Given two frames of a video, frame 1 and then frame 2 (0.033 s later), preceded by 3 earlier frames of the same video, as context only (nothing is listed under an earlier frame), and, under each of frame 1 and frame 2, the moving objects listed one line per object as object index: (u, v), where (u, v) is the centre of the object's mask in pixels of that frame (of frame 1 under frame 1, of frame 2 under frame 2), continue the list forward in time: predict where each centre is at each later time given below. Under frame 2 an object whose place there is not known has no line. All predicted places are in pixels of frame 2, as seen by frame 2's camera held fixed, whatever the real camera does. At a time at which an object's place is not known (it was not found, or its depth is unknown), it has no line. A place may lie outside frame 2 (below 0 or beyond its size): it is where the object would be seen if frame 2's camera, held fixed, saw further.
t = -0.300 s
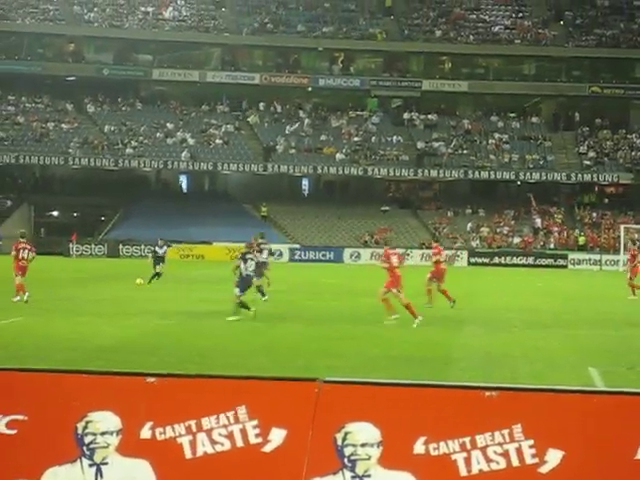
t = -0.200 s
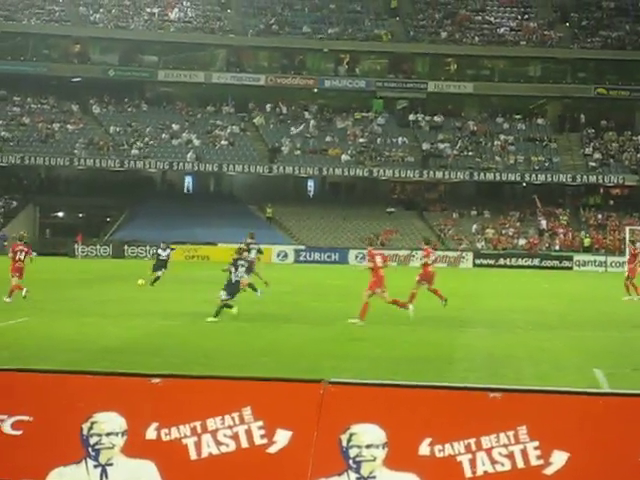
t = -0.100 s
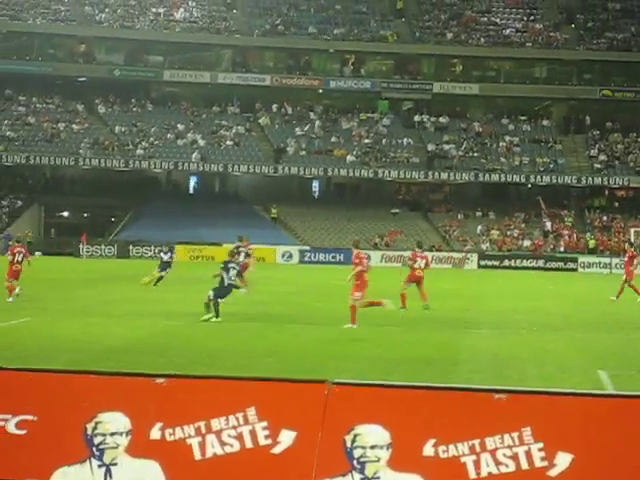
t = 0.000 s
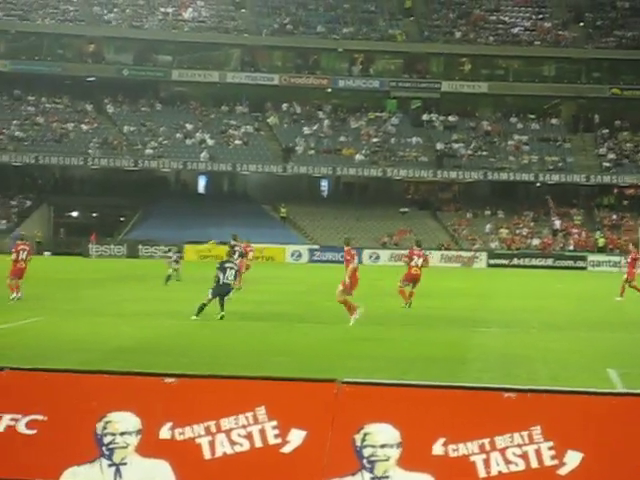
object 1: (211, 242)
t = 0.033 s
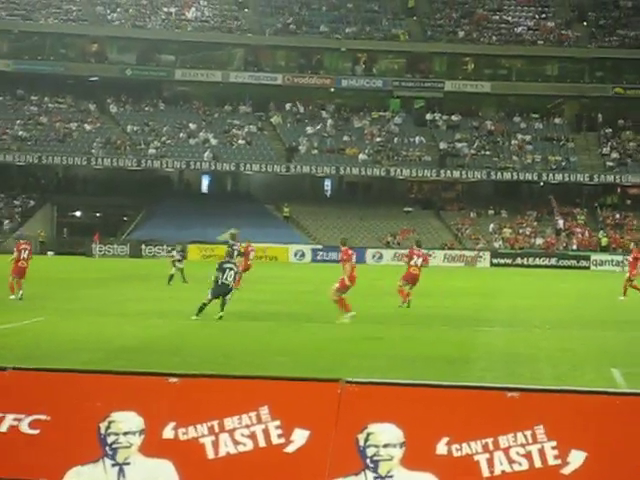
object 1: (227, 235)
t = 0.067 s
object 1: (243, 225)
